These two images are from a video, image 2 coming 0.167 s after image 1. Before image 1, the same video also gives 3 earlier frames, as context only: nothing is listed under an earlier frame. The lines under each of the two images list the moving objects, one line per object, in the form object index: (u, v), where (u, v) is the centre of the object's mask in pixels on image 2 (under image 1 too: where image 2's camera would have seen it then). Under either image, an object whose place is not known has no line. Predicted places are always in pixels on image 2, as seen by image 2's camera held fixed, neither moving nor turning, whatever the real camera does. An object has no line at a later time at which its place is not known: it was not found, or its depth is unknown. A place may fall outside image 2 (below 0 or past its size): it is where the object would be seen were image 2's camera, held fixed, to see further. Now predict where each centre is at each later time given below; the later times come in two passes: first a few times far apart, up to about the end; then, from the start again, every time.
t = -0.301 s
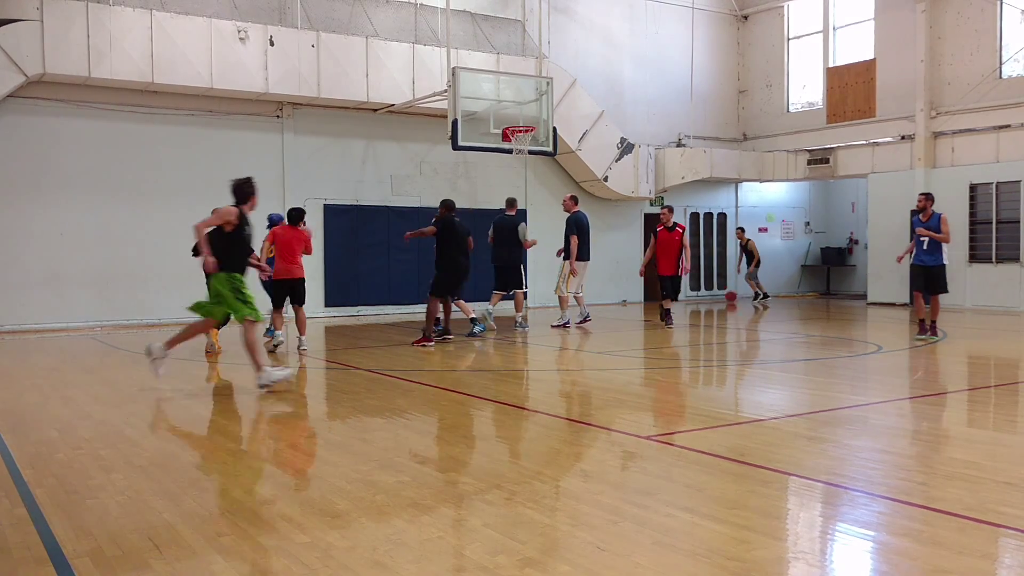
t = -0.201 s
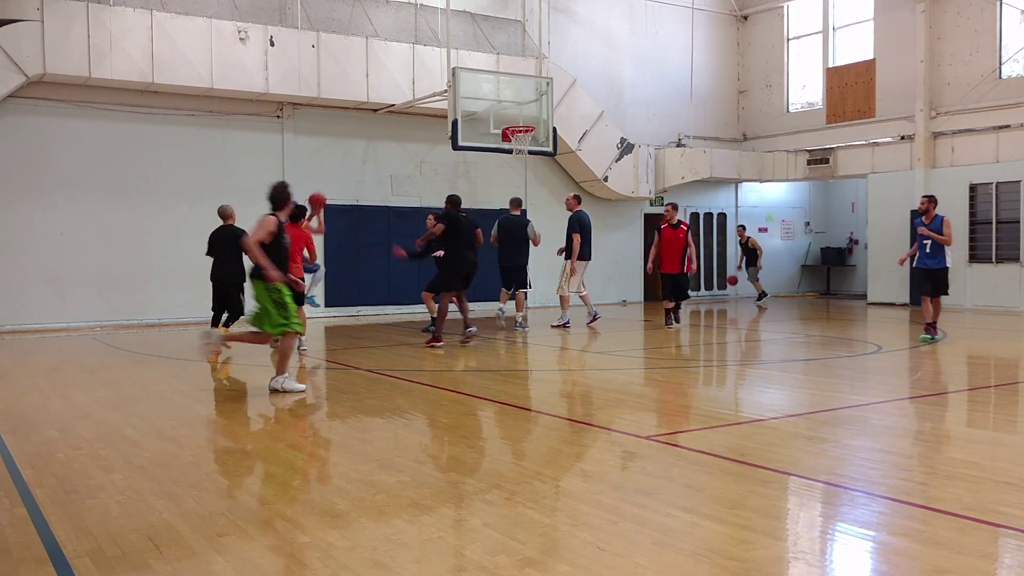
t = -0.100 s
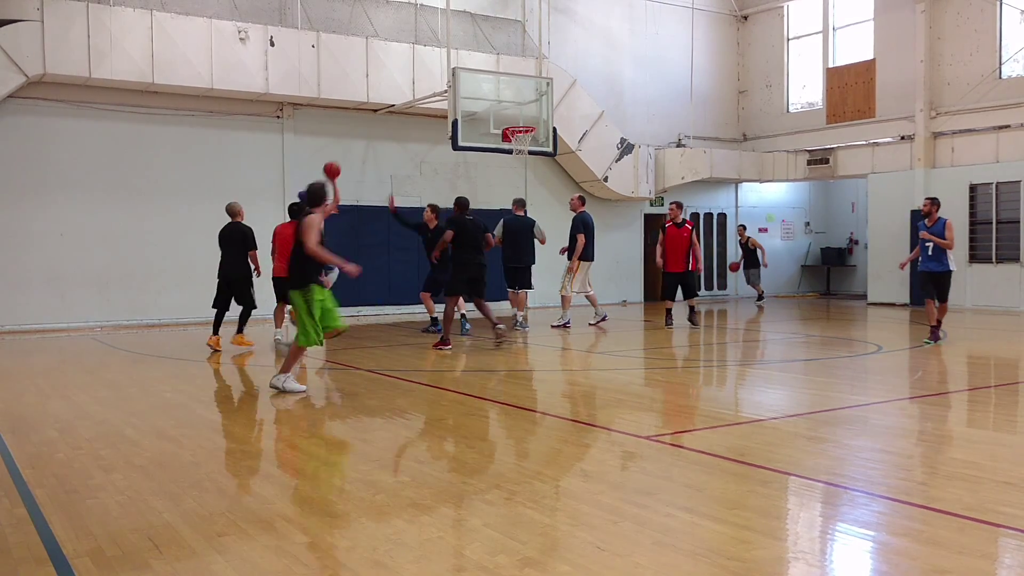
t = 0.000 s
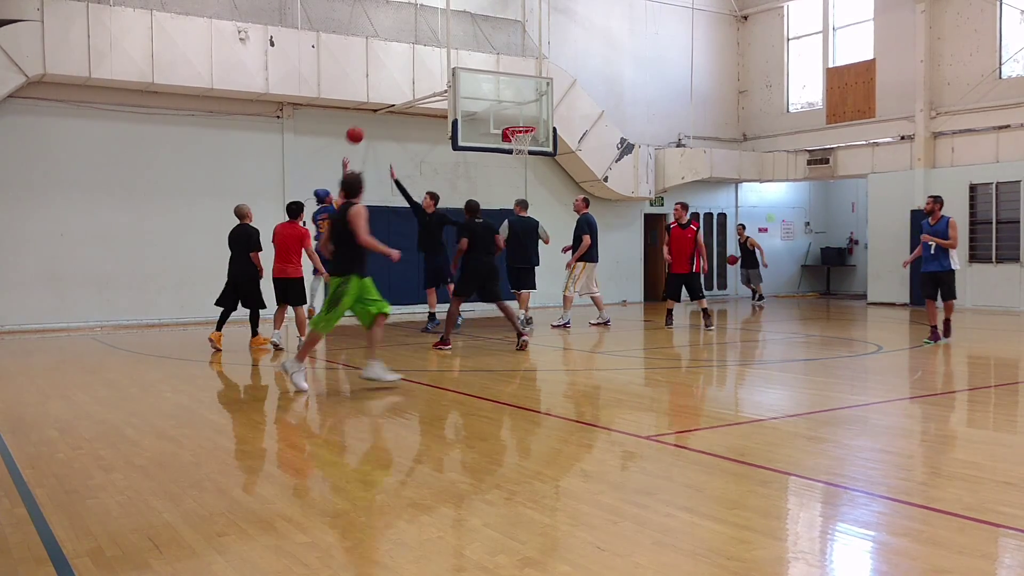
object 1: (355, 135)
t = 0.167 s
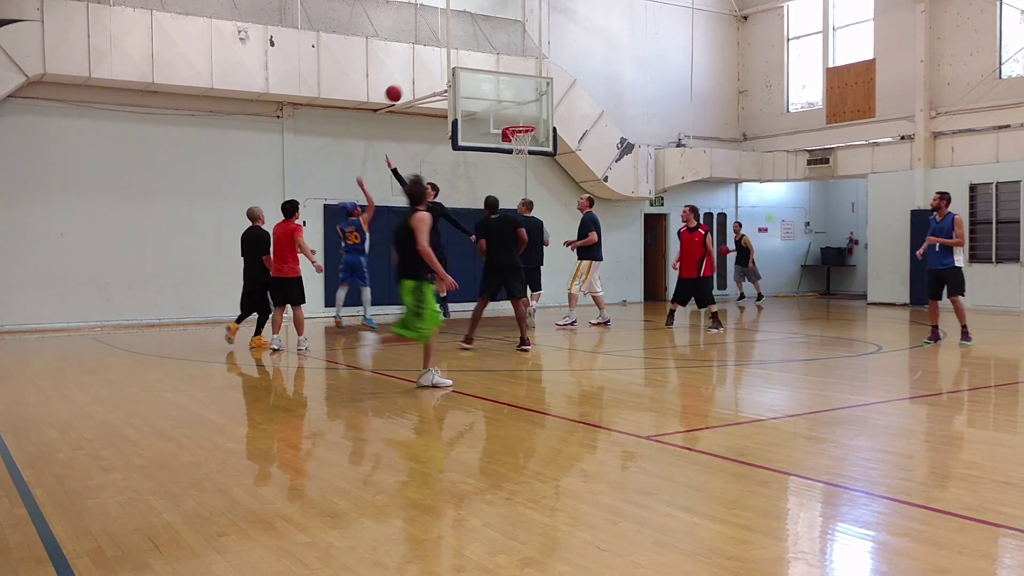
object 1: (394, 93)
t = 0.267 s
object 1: (416, 79)
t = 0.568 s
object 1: (479, 77)
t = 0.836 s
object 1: (530, 122)
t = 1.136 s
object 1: (490, 92)
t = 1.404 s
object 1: (454, 112)
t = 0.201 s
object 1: (401, 88)
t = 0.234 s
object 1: (409, 83)
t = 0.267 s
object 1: (416, 79)
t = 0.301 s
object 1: (424, 75)
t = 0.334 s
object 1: (431, 73)
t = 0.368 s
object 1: (438, 71)
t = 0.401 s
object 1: (445, 70)
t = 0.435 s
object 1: (452, 70)
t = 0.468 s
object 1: (459, 71)
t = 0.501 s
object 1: (466, 72)
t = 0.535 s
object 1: (473, 74)
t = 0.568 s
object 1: (479, 77)
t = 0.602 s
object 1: (486, 80)
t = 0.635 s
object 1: (493, 84)
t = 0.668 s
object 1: (499, 89)
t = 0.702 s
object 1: (505, 95)
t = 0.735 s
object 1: (512, 101)
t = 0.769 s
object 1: (518, 108)
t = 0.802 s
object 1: (525, 115)
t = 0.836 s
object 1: (530, 122)
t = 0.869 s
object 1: (527, 118)
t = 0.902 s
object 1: (522, 112)
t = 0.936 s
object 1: (517, 107)
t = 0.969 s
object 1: (513, 103)
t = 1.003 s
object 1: (508, 99)
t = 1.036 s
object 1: (504, 97)
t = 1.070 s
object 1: (499, 94)
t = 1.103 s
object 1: (495, 93)
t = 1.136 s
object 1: (490, 92)
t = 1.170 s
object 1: (486, 92)
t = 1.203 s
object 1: (481, 93)
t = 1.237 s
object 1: (476, 94)
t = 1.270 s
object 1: (472, 96)
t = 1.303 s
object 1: (468, 99)
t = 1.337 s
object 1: (463, 103)
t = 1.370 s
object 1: (459, 107)
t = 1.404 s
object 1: (454, 112)
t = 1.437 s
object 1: (450, 118)
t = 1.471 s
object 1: (445, 124)
